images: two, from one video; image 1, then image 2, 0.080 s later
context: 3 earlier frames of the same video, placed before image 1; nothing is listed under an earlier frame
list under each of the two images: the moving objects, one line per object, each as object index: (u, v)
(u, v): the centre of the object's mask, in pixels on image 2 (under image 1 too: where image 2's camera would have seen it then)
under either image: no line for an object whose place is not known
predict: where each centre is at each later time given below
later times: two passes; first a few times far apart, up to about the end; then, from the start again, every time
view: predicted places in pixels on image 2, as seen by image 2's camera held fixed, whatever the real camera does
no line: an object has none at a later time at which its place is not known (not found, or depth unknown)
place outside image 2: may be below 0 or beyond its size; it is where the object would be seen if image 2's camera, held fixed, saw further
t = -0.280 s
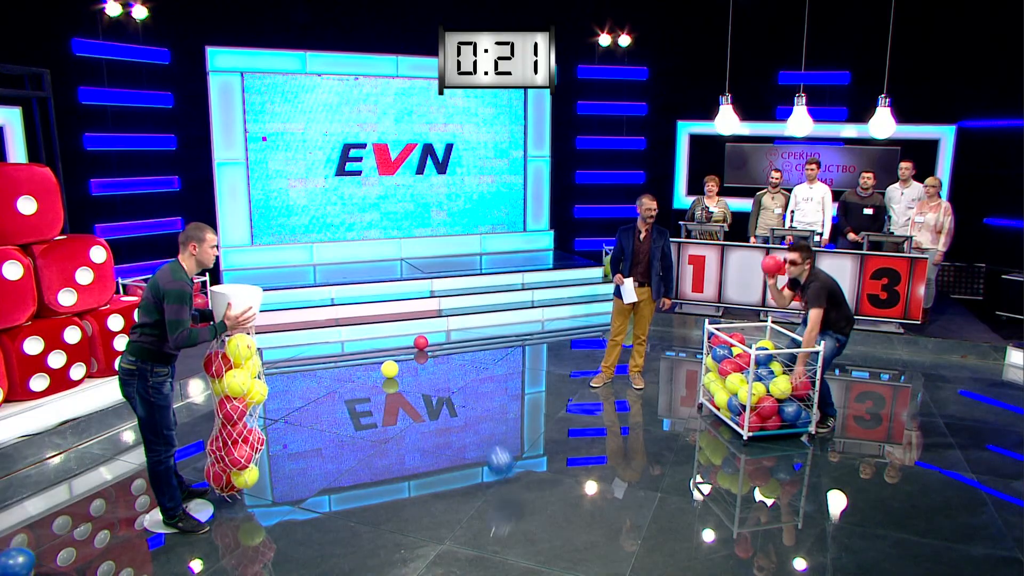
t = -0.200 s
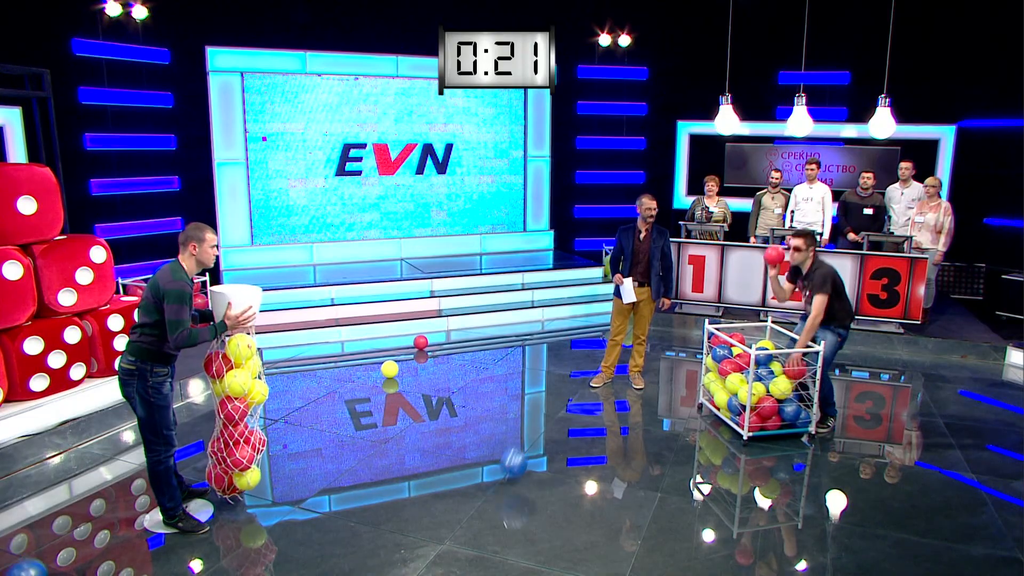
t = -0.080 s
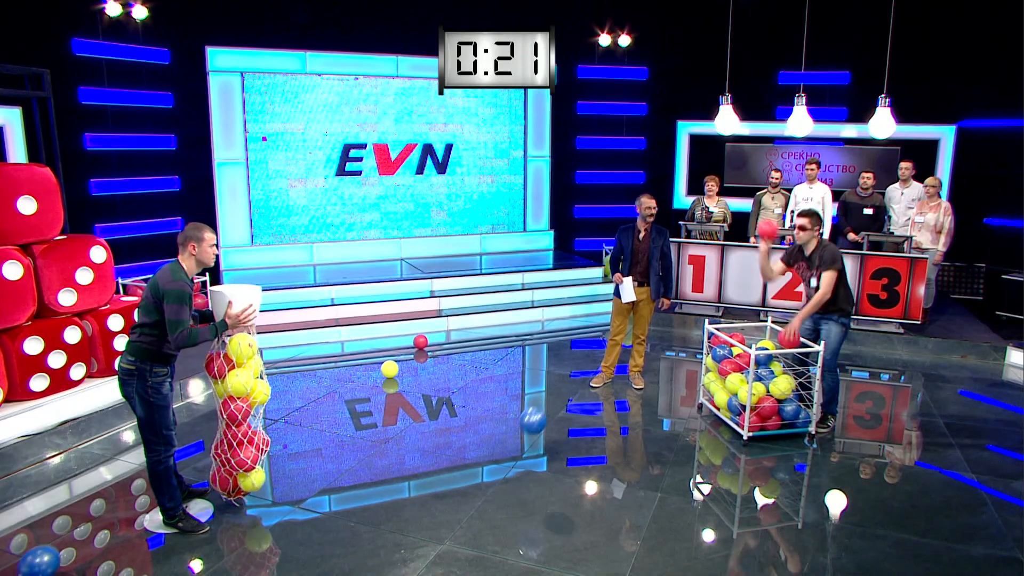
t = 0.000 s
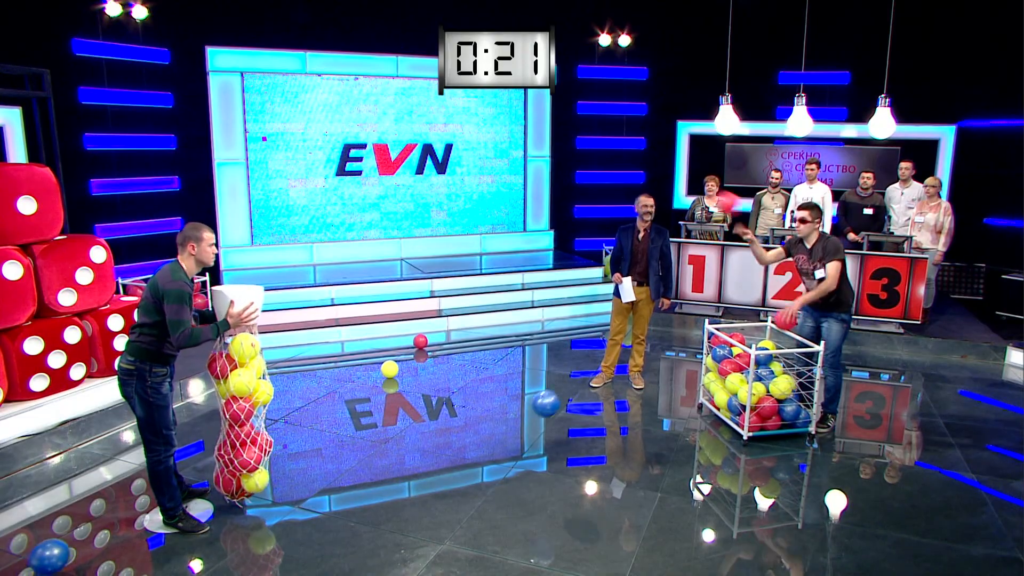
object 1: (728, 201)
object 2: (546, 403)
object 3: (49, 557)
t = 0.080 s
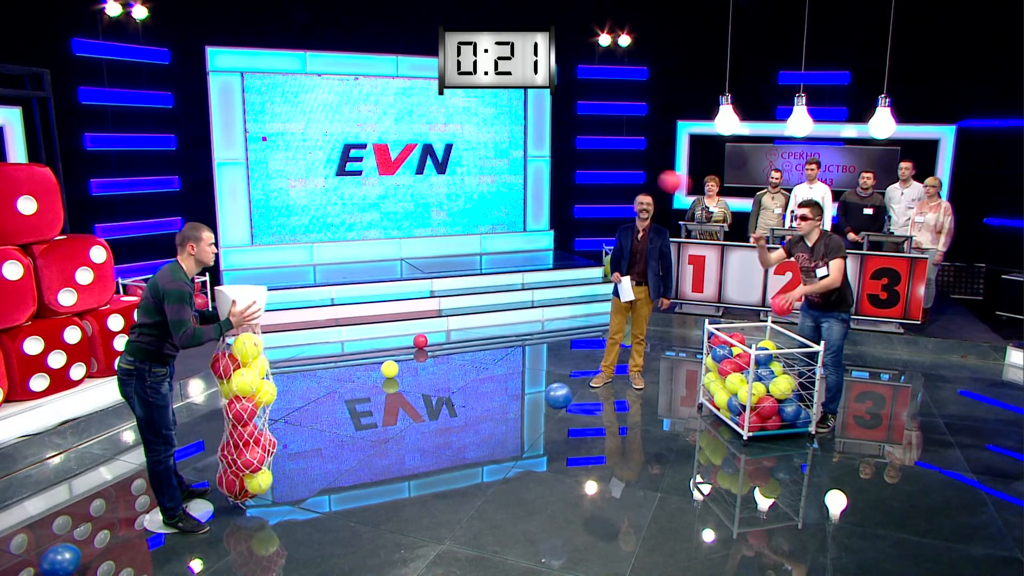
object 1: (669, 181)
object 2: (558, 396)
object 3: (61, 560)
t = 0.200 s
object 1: (587, 165)
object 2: (574, 401)
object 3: (77, 559)
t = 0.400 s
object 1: (427, 189)
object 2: (599, 450)
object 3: (103, 558)
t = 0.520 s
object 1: (324, 232)
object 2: (616, 423)
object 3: (117, 544)
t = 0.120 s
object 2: (564, 396)
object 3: (69, 564)
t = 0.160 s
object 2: (569, 398)
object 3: (74, 564)
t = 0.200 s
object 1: (587, 165)
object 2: (574, 401)
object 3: (77, 559)
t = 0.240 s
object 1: (562, 167)
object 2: (579, 407)
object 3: (82, 553)
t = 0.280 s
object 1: (529, 169)
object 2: (584, 415)
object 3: (87, 550)
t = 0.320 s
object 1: (494, 173)
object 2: (589, 426)
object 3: (92, 550)
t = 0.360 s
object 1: (461, 180)
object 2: (594, 438)
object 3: (97, 553)
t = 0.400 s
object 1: (427, 189)
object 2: (599, 450)
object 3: (103, 558)
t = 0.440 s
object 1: (393, 200)
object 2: (604, 446)
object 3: (107, 554)
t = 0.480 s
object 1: (359, 214)
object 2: (610, 433)
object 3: (111, 548)
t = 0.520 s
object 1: (324, 232)
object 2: (616, 423)
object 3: (117, 544)
